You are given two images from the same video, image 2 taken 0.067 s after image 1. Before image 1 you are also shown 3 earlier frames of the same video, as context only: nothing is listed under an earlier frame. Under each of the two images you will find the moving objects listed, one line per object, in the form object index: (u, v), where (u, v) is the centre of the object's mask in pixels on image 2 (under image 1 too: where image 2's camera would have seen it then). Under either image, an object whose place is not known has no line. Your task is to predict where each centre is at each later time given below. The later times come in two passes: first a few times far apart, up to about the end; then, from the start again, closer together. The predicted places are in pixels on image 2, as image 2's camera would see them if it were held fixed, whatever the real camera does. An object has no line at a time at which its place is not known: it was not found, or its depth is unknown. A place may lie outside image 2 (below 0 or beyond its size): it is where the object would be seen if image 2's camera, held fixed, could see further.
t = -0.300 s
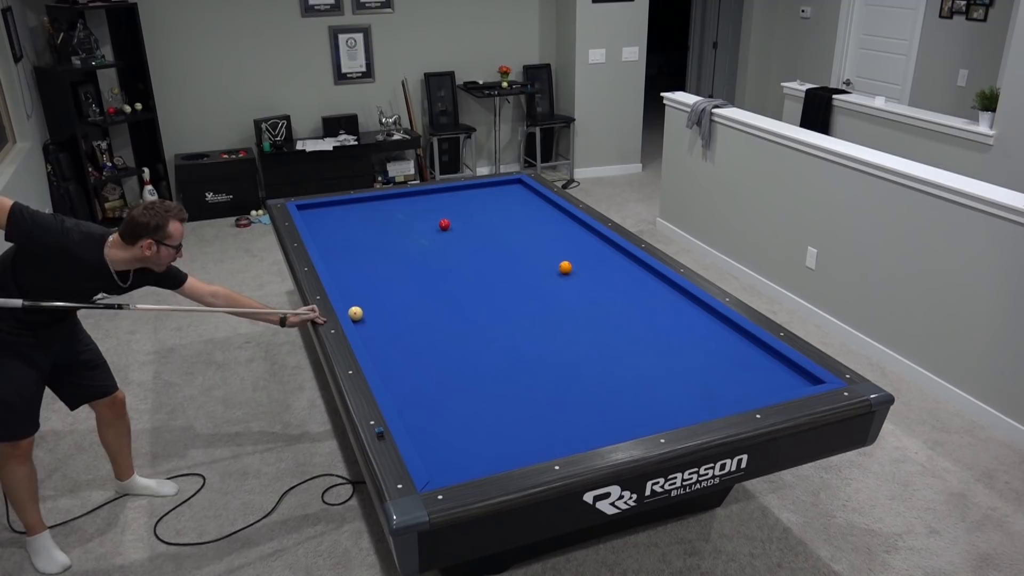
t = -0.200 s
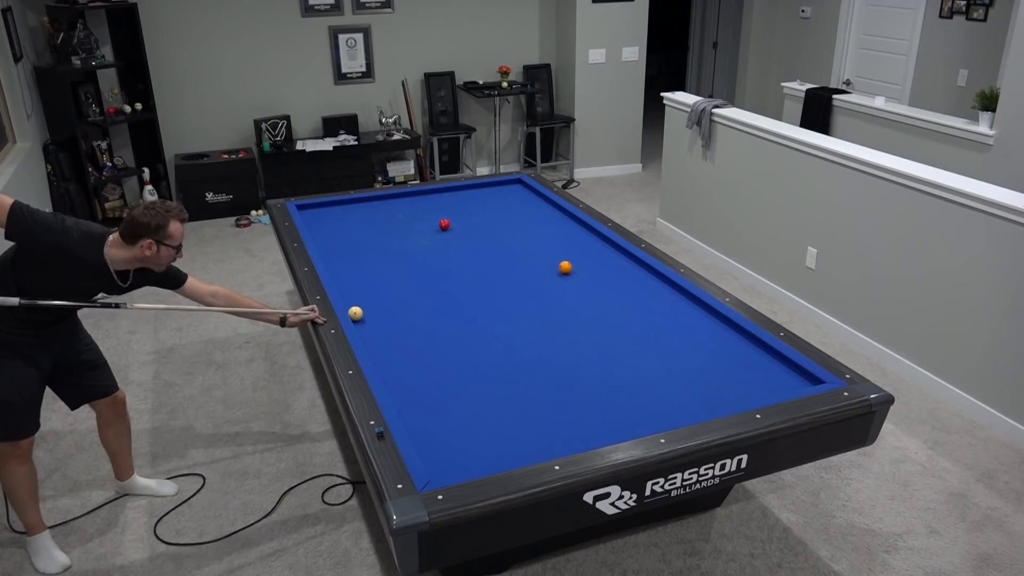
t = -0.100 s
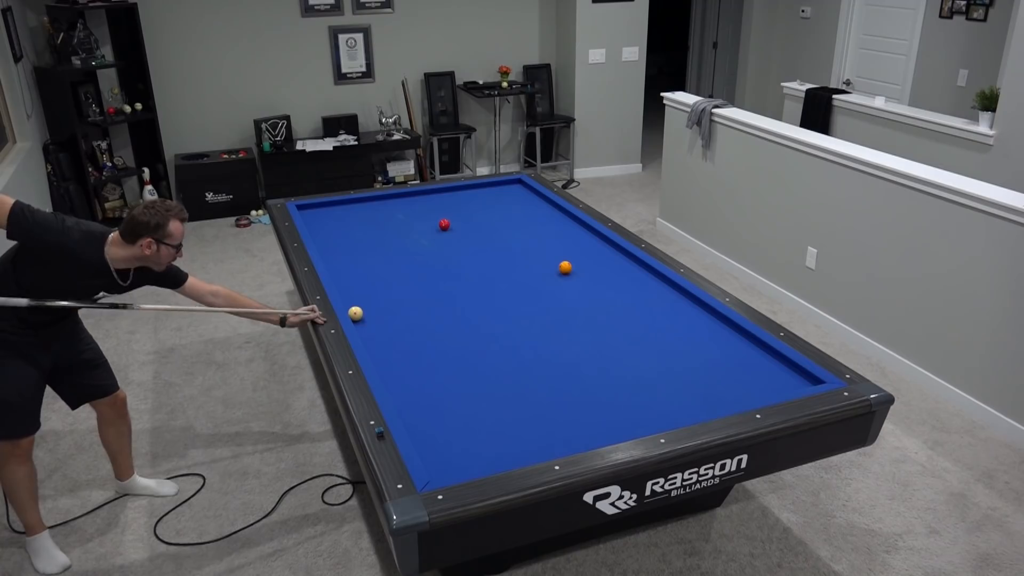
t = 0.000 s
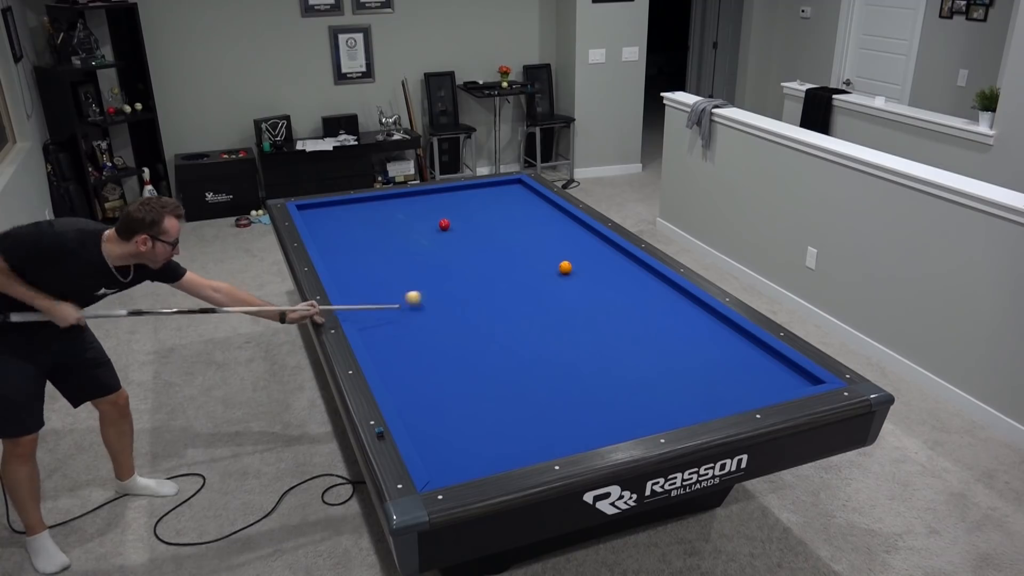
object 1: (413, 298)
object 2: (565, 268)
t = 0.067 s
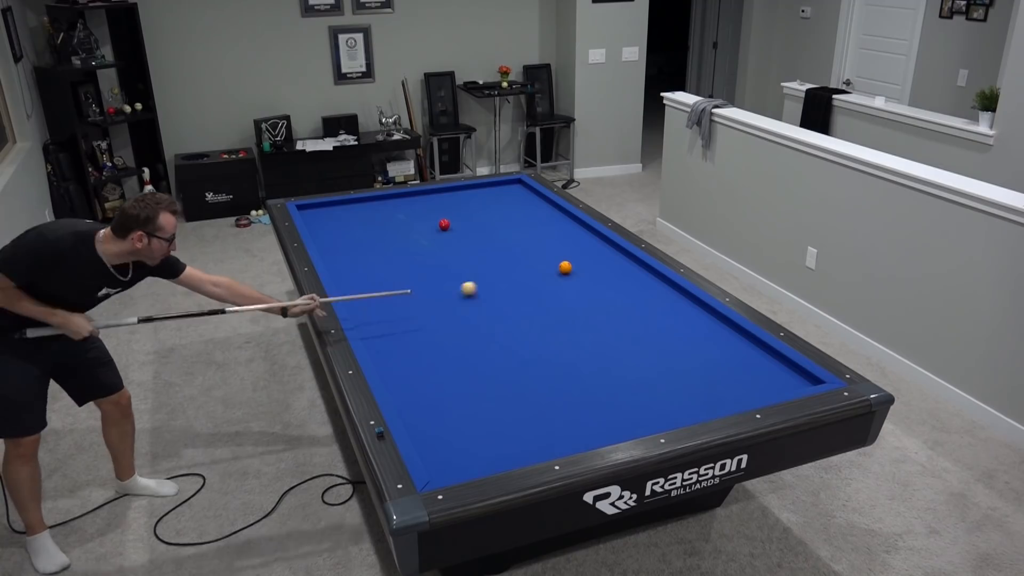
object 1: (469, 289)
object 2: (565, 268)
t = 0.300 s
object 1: (590, 279)
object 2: (609, 246)
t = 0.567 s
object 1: (681, 293)
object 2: (497, 244)
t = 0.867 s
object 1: (689, 345)
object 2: (389, 243)
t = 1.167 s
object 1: (709, 406)
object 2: (340, 239)
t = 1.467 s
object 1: (593, 388)
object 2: (392, 226)
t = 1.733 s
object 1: (506, 375)
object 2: (426, 217)
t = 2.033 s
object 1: (415, 362)
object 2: (462, 208)
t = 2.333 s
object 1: (394, 337)
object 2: (494, 199)
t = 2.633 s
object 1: (418, 308)
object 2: (524, 191)
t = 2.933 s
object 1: (438, 284)
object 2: (510, 189)
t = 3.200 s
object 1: (453, 265)
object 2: (489, 189)
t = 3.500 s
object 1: (469, 246)
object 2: (467, 189)
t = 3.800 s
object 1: (482, 230)
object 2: (446, 190)
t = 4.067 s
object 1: (493, 217)
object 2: (431, 192)
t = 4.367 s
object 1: (504, 204)
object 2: (417, 195)
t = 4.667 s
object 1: (513, 192)
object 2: (403, 198)
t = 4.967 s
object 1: (517, 182)
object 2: (389, 200)
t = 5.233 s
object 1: (510, 184)
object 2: (377, 203)
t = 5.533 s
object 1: (508, 188)
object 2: (364, 206)
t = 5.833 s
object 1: (506, 192)
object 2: (352, 208)
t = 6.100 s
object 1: (504, 195)
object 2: (341, 210)
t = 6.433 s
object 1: (501, 199)
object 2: (330, 213)
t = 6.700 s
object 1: (499, 202)
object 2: (320, 215)
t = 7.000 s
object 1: (497, 206)
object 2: (310, 217)
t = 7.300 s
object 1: (494, 210)
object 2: (310, 218)
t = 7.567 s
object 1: (492, 213)
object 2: (315, 218)
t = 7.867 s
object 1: (490, 216)
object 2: (321, 218)
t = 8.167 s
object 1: (488, 219)
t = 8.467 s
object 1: (486, 222)
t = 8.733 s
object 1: (485, 225)
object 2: (331, 218)
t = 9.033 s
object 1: (483, 227)
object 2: (334, 217)
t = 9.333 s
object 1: (482, 229)
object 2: (336, 218)
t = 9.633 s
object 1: (481, 232)
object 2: (337, 218)
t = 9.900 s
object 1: (479, 233)
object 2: (337, 218)
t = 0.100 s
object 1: (495, 283)
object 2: (565, 268)
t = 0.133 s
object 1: (520, 279)
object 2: (565, 268)
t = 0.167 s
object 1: (544, 273)
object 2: (565, 268)
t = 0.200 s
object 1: (561, 272)
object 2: (571, 264)
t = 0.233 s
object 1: (570, 275)
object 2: (585, 258)
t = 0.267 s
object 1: (580, 277)
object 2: (597, 252)
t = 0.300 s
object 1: (590, 279)
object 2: (609, 246)
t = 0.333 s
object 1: (601, 281)
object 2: (601, 244)
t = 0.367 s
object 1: (612, 283)
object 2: (585, 244)
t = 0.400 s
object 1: (624, 284)
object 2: (569, 244)
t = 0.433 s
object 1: (636, 286)
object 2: (554, 244)
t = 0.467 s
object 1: (648, 287)
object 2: (539, 244)
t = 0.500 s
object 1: (660, 289)
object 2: (524, 244)
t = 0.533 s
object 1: (672, 290)
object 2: (511, 244)
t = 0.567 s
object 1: (681, 293)
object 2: (497, 244)
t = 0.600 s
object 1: (680, 298)
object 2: (484, 244)
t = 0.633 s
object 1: (680, 304)
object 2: (471, 244)
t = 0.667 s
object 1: (680, 310)
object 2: (459, 244)
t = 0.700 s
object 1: (681, 316)
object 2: (447, 243)
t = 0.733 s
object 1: (682, 321)
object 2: (435, 243)
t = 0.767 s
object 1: (683, 327)
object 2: (423, 243)
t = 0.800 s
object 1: (685, 333)
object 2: (412, 244)
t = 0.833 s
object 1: (687, 339)
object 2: (401, 243)
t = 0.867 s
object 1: (689, 345)
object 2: (389, 243)
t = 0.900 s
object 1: (691, 351)
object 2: (377, 243)
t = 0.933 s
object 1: (694, 358)
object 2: (366, 243)
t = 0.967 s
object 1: (696, 364)
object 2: (355, 243)
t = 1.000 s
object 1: (698, 371)
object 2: (343, 243)
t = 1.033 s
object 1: (700, 378)
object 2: (332, 243)
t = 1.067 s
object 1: (703, 386)
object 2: (321, 243)
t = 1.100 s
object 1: (705, 393)
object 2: (324, 242)
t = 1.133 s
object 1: (708, 401)
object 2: (332, 240)
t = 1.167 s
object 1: (709, 406)
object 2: (340, 239)
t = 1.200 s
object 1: (695, 406)
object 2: (348, 237)
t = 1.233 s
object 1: (680, 402)
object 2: (355, 236)
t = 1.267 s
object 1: (667, 399)
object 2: (362, 234)
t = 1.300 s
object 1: (653, 397)
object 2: (368, 233)
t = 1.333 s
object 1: (640, 394)
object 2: (374, 232)
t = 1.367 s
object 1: (628, 392)
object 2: (379, 230)
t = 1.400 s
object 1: (616, 391)
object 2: (384, 229)
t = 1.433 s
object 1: (605, 389)
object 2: (388, 228)
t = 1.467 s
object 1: (593, 388)
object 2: (392, 226)
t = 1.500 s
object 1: (582, 386)
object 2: (397, 225)
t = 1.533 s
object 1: (571, 384)
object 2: (401, 224)
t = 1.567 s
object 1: (560, 382)
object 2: (406, 223)
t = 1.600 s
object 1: (549, 381)
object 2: (410, 222)
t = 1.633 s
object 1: (538, 380)
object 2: (414, 221)
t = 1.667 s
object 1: (527, 378)
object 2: (418, 219)
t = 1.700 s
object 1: (516, 376)
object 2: (422, 218)
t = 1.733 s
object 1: (506, 375)
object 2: (426, 217)
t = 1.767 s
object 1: (495, 373)
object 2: (430, 216)
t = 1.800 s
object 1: (485, 372)
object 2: (434, 215)
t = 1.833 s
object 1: (475, 370)
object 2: (438, 214)
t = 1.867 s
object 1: (465, 369)
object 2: (442, 213)
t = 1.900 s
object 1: (455, 367)
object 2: (446, 212)
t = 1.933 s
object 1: (445, 366)
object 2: (450, 211)
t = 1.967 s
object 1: (435, 364)
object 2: (454, 210)
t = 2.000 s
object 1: (425, 363)
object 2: (458, 209)
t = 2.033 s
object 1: (415, 362)
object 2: (462, 208)
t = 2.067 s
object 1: (405, 360)
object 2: (465, 207)
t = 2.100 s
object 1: (396, 359)
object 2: (469, 205)
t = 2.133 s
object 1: (387, 357)
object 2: (473, 205)
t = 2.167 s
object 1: (377, 356)
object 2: (476, 204)
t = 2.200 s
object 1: (379, 352)
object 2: (480, 203)
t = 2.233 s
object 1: (384, 348)
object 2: (483, 202)
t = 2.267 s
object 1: (388, 344)
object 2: (487, 201)
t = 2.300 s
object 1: (391, 341)
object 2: (490, 200)
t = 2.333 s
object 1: (394, 337)
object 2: (494, 199)
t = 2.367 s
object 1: (397, 334)
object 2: (497, 198)
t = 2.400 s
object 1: (400, 330)
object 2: (501, 197)
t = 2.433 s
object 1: (402, 327)
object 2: (504, 196)
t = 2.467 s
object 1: (405, 324)
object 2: (507, 195)
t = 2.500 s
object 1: (408, 321)
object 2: (511, 194)
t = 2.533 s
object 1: (411, 318)
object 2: (514, 193)
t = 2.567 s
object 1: (413, 314)
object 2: (517, 193)
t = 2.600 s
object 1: (415, 311)
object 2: (520, 192)
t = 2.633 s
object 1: (418, 308)
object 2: (524, 191)
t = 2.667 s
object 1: (420, 305)
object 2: (527, 190)
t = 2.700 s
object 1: (422, 303)
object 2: (529, 189)
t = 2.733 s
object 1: (425, 300)
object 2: (526, 189)
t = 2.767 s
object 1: (427, 297)
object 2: (523, 189)
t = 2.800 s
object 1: (429, 294)
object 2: (520, 189)
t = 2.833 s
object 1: (431, 292)
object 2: (517, 189)
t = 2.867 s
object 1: (434, 289)
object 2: (515, 189)
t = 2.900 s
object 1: (436, 286)
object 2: (512, 189)
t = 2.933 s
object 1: (438, 284)
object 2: (510, 189)
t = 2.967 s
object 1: (440, 281)
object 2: (507, 189)
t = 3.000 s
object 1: (442, 279)
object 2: (504, 189)
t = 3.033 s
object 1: (444, 276)
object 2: (502, 189)
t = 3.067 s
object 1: (446, 274)
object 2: (499, 189)
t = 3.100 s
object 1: (448, 272)
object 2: (497, 189)
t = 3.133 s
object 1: (450, 269)
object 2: (494, 189)
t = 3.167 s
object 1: (451, 267)
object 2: (492, 189)
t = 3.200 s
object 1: (453, 265)
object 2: (489, 189)
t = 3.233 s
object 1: (455, 263)
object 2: (487, 189)
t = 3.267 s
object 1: (457, 260)
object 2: (484, 190)
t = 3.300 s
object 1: (459, 258)
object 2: (482, 190)
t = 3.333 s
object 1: (461, 256)
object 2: (479, 190)
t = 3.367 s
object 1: (462, 254)
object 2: (477, 190)
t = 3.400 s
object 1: (464, 252)
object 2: (474, 190)
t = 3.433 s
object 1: (465, 250)
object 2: (472, 190)
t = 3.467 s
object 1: (467, 248)
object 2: (469, 190)
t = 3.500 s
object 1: (469, 246)
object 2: (467, 189)
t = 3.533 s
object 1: (470, 244)
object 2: (464, 190)
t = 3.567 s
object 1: (472, 242)
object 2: (462, 190)
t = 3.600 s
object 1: (473, 241)
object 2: (460, 190)
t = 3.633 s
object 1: (475, 239)
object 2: (458, 190)
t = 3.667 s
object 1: (476, 237)
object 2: (455, 190)
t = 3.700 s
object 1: (478, 235)
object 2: (453, 190)
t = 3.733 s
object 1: (479, 233)
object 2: (450, 190)
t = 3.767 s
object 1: (481, 231)
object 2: (448, 190)
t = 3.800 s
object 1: (482, 230)
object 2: (446, 190)
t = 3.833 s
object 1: (484, 228)
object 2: (443, 190)
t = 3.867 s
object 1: (485, 226)
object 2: (441, 190)
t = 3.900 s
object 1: (486, 225)
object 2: (440, 190)
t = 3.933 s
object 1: (488, 223)
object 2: (438, 190)
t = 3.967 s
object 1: (489, 222)
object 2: (436, 191)
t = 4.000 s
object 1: (490, 220)
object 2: (435, 191)
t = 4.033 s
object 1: (492, 218)
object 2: (433, 191)
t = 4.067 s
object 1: (493, 217)
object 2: (431, 192)
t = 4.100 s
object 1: (494, 215)
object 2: (430, 192)
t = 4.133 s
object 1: (495, 214)
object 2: (428, 192)
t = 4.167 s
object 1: (497, 212)
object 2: (427, 192)
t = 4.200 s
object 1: (498, 211)
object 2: (425, 193)
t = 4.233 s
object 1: (499, 209)
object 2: (423, 193)
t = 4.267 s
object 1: (500, 208)
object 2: (422, 194)
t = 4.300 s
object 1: (501, 206)
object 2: (420, 194)
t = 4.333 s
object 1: (502, 205)
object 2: (419, 194)
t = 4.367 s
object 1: (504, 204)
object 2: (417, 195)
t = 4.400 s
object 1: (505, 202)
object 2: (415, 195)
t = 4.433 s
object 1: (506, 201)
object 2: (414, 195)
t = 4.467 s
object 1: (507, 200)
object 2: (412, 196)
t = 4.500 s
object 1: (508, 198)
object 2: (411, 196)
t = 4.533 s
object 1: (509, 197)
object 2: (409, 196)
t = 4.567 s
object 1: (510, 196)
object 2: (408, 197)
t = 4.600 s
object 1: (511, 194)
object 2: (406, 197)
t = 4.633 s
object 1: (512, 193)
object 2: (405, 197)
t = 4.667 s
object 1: (513, 192)
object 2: (403, 198)
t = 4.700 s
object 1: (514, 191)
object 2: (401, 198)
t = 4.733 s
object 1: (515, 190)
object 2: (400, 198)
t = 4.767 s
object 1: (516, 188)
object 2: (398, 199)
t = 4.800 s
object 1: (517, 187)
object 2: (397, 199)
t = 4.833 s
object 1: (518, 186)
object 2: (395, 199)
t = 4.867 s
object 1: (519, 185)
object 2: (394, 200)
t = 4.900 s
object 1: (520, 184)
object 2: (392, 200)
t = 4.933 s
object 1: (520, 183)
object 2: (391, 200)
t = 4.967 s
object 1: (517, 182)
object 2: (389, 200)
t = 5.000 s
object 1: (515, 182)
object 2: (388, 201)
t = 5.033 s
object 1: (513, 181)
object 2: (386, 201)
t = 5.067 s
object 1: (512, 181)
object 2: (385, 201)
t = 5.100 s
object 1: (511, 182)
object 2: (383, 202)
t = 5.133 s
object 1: (511, 182)
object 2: (382, 202)
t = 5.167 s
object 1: (511, 183)
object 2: (380, 202)
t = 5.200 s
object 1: (511, 183)
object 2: (379, 203)
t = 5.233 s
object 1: (510, 184)
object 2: (377, 203)
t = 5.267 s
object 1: (510, 184)
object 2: (376, 203)
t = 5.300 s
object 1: (510, 184)
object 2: (374, 204)
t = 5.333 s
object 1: (510, 185)
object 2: (373, 204)
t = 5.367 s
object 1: (509, 185)
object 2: (372, 204)
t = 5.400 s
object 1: (509, 186)
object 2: (370, 204)
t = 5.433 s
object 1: (509, 186)
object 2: (369, 205)
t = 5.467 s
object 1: (509, 187)
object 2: (367, 205)
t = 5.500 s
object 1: (508, 187)
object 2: (366, 205)
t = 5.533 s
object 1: (508, 188)
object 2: (364, 206)
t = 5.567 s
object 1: (508, 188)
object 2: (363, 206)
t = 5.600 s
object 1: (508, 189)
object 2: (362, 206)
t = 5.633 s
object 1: (507, 189)
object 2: (360, 207)
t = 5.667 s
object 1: (507, 189)
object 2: (359, 207)
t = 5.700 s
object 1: (507, 190)
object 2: (357, 207)
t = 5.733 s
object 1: (506, 190)
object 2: (356, 208)
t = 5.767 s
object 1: (506, 191)
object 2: (355, 208)
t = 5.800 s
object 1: (506, 191)
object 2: (353, 208)
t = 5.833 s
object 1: (506, 192)
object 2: (352, 208)
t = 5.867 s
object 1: (506, 192)
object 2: (351, 209)
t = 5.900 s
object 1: (505, 192)
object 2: (349, 209)
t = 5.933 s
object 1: (505, 193)
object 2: (348, 209)
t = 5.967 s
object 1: (505, 193)
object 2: (347, 209)
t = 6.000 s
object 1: (504, 194)
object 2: (345, 210)
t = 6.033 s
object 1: (504, 194)
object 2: (344, 210)
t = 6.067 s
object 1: (504, 195)
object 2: (343, 210)
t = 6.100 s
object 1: (504, 195)
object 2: (341, 210)
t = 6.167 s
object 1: (503, 196)
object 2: (340, 211)
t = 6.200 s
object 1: (503, 196)
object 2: (339, 211)
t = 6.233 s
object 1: (503, 196)
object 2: (337, 211)
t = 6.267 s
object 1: (503, 197)
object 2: (336, 212)
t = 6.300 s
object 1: (502, 197)
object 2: (335, 212)
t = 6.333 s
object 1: (502, 198)
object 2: (333, 212)
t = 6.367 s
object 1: (502, 198)
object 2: (332, 212)
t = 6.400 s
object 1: (501, 199)
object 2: (331, 213)
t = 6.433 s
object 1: (501, 199)
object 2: (330, 213)
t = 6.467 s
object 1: (501, 200)
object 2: (329, 213)
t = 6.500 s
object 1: (501, 200)
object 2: (328, 213)
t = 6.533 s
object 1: (500, 200)
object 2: (326, 214)
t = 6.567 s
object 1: (500, 201)
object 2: (325, 214)
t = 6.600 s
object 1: (500, 201)
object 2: (324, 214)
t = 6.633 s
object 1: (500, 202)
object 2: (322, 215)
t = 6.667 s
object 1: (499, 202)
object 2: (321, 215)
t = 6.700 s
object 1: (499, 202)
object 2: (320, 215)
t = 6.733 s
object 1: (499, 203)
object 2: (319, 215)
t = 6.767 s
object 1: (499, 203)
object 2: (318, 216)
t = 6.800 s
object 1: (498, 204)
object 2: (317, 216)
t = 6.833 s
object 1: (498, 204)
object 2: (315, 216)
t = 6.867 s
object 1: (498, 205)
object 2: (314, 216)
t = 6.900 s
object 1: (497, 205)
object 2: (313, 216)
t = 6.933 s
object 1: (497, 206)
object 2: (312, 217)
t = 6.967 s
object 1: (497, 206)
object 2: (311, 217)
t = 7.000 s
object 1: (497, 206)
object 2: (310, 217)
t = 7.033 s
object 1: (496, 207)
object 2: (309, 217)
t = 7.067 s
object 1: (496, 207)
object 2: (308, 218)
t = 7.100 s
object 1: (496, 207)
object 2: (307, 218)
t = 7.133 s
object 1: (496, 208)
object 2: (307, 218)
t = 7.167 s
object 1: (495, 208)
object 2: (307, 218)
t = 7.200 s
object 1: (495, 209)
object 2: (308, 218)
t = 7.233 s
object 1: (495, 209)
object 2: (309, 218)
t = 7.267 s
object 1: (495, 209)
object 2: (309, 218)
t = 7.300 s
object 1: (494, 210)
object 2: (310, 218)
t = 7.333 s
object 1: (494, 210)
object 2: (311, 218)
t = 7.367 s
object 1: (494, 211)
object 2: (311, 217)
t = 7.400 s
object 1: (494, 211)
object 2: (312, 218)
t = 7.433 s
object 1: (493, 211)
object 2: (313, 218)
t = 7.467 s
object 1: (493, 212)
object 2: (313, 218)
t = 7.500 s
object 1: (493, 212)
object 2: (314, 218)
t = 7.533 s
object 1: (493, 212)
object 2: (314, 218)
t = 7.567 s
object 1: (492, 213)
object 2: (315, 218)
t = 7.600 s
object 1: (492, 213)
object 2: (316, 218)
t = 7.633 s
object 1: (492, 214)
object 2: (316, 218)
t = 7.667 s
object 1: (492, 214)
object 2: (317, 218)
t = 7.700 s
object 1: (492, 214)
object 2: (318, 218)
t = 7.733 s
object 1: (491, 215)
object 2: (318, 218)
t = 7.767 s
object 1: (491, 215)
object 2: (319, 218)
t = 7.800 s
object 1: (491, 216)
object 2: (319, 218)
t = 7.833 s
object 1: (490, 216)
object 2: (320, 218)
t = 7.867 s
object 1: (490, 216)
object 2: (321, 218)
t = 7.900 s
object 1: (490, 217)
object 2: (321, 220)
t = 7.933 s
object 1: (490, 217)
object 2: (322, 221)
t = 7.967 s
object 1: (490, 217)
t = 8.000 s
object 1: (489, 218)
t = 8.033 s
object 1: (489, 218)
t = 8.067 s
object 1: (489, 218)
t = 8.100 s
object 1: (489, 219)
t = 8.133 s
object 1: (489, 219)
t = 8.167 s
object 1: (488, 219)
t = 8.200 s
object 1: (488, 220)
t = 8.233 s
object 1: (488, 220)
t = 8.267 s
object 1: (488, 220)
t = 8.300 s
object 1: (488, 221)
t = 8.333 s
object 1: (487, 221)
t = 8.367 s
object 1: (487, 221)
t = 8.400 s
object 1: (487, 222)
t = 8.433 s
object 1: (487, 222)
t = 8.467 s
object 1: (486, 222)
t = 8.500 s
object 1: (486, 222)
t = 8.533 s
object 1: (486, 223)
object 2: (327, 216)
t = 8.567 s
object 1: (486, 223)
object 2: (329, 217)
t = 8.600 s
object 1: (486, 223)
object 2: (330, 217)
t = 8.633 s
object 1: (486, 224)
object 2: (330, 218)
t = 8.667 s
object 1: (485, 224)
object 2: (331, 218)
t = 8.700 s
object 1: (485, 224)
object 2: (331, 218)
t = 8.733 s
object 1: (485, 225)
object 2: (331, 218)
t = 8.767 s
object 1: (485, 225)
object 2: (332, 218)
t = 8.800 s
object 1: (485, 225)
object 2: (332, 218)
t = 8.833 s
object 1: (487, 224)
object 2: (332, 218)
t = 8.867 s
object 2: (332, 218)
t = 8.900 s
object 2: (333, 218)
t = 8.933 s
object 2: (333, 218)
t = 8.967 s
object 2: (333, 218)
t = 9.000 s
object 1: (483, 227)
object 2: (333, 218)
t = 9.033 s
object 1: (483, 227)
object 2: (334, 217)
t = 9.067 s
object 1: (483, 227)
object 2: (334, 218)
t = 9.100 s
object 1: (483, 228)
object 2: (334, 218)
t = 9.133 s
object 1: (483, 228)
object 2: (334, 218)
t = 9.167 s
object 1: (483, 228)
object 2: (335, 218)
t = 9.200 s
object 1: (483, 228)
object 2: (335, 218)
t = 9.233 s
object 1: (482, 229)
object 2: (335, 218)
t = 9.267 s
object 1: (482, 229)
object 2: (335, 218)
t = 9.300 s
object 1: (482, 229)
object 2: (335, 218)
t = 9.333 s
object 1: (482, 229)
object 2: (336, 218)
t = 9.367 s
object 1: (482, 230)
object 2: (336, 218)
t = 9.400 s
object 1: (482, 230)
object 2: (336, 218)
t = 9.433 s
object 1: (481, 230)
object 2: (336, 218)
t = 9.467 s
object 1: (481, 231)
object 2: (336, 218)
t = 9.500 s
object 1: (481, 231)
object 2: (336, 218)
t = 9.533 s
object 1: (481, 231)
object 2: (337, 218)
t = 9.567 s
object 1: (481, 231)
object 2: (337, 218)
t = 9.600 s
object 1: (481, 231)
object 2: (337, 218)
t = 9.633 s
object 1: (481, 232)
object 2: (337, 218)
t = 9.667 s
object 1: (480, 232)
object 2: (337, 218)
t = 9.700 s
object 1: (480, 232)
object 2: (337, 218)
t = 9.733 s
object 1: (480, 232)
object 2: (337, 218)
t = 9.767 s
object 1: (480, 232)
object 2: (337, 218)
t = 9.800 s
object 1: (480, 233)
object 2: (337, 218)
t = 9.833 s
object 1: (480, 233)
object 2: (337, 218)
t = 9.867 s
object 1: (480, 233)
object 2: (337, 218)
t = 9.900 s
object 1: (479, 233)
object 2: (337, 218)
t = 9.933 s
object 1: (479, 233)
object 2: (337, 218)
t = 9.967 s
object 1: (479, 233)
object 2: (337, 218)
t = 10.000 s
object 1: (479, 234)
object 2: (337, 218)
